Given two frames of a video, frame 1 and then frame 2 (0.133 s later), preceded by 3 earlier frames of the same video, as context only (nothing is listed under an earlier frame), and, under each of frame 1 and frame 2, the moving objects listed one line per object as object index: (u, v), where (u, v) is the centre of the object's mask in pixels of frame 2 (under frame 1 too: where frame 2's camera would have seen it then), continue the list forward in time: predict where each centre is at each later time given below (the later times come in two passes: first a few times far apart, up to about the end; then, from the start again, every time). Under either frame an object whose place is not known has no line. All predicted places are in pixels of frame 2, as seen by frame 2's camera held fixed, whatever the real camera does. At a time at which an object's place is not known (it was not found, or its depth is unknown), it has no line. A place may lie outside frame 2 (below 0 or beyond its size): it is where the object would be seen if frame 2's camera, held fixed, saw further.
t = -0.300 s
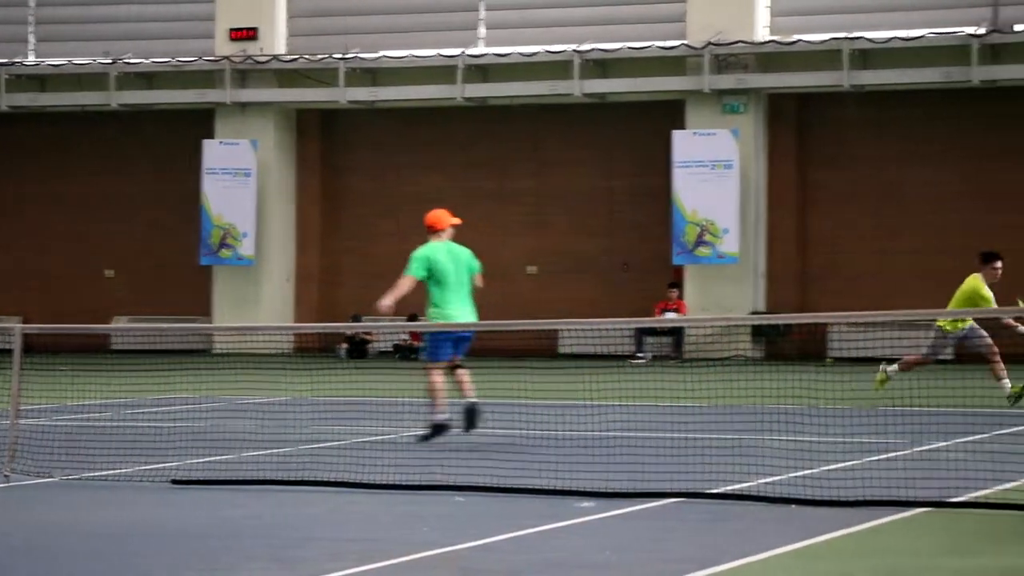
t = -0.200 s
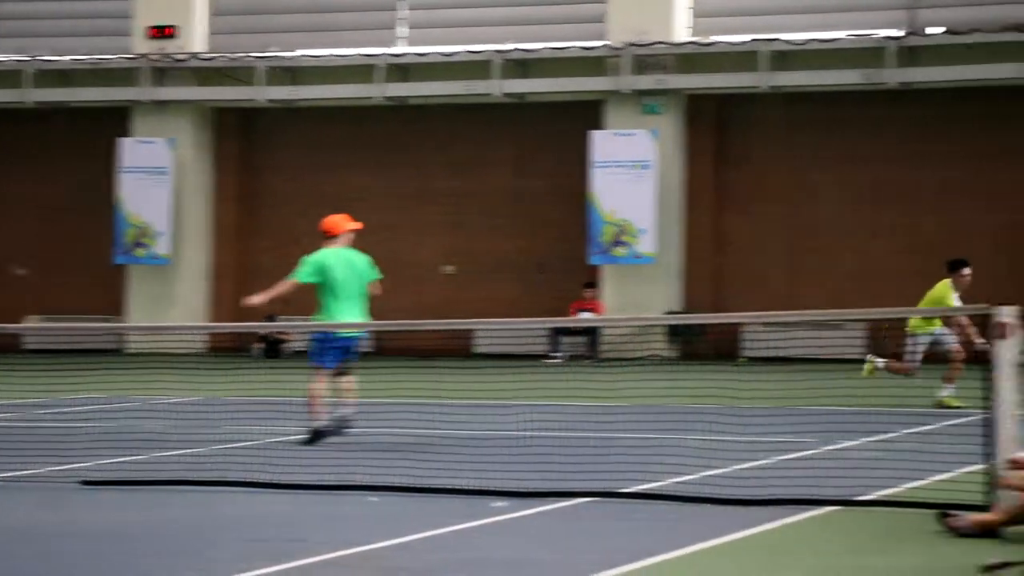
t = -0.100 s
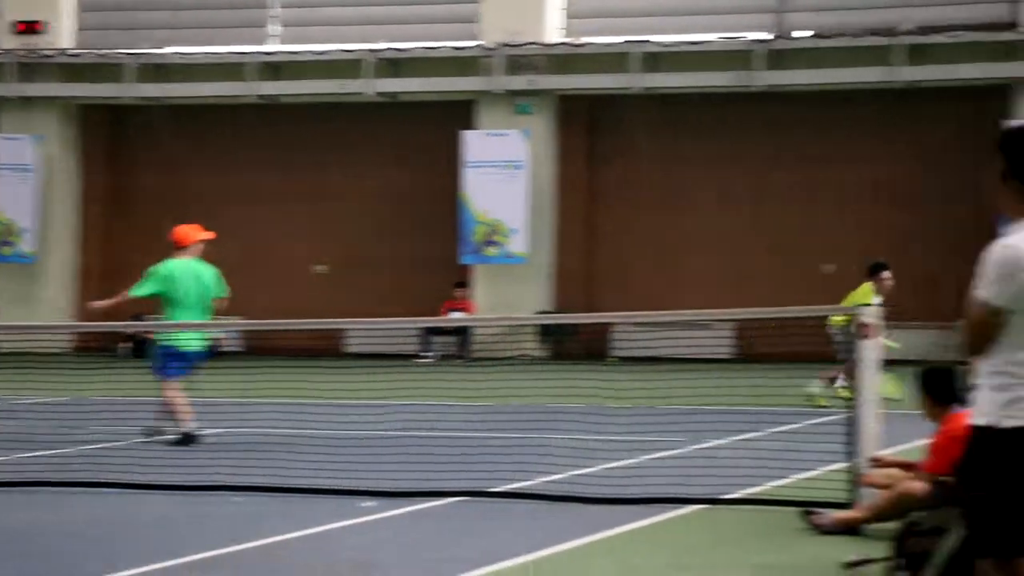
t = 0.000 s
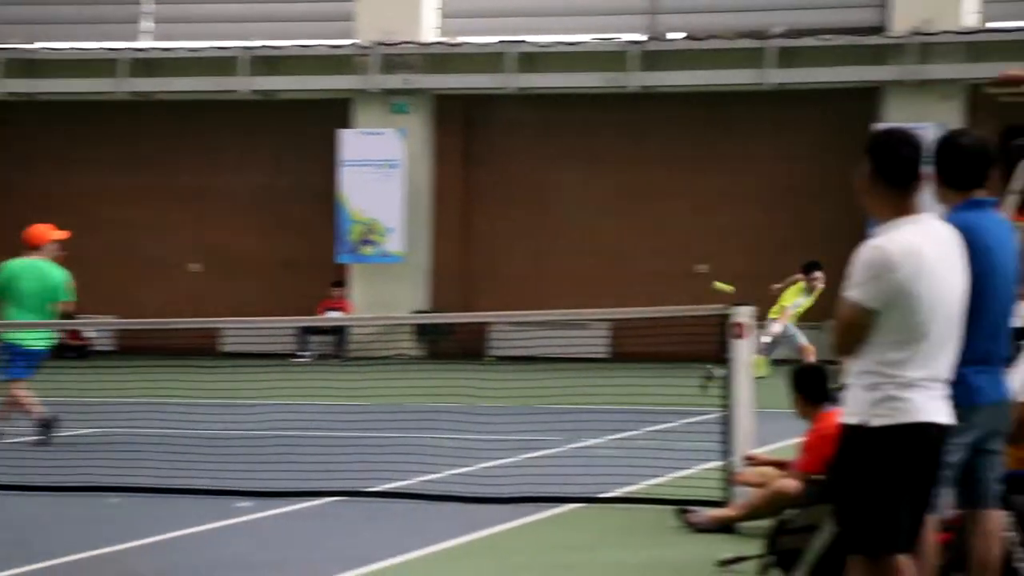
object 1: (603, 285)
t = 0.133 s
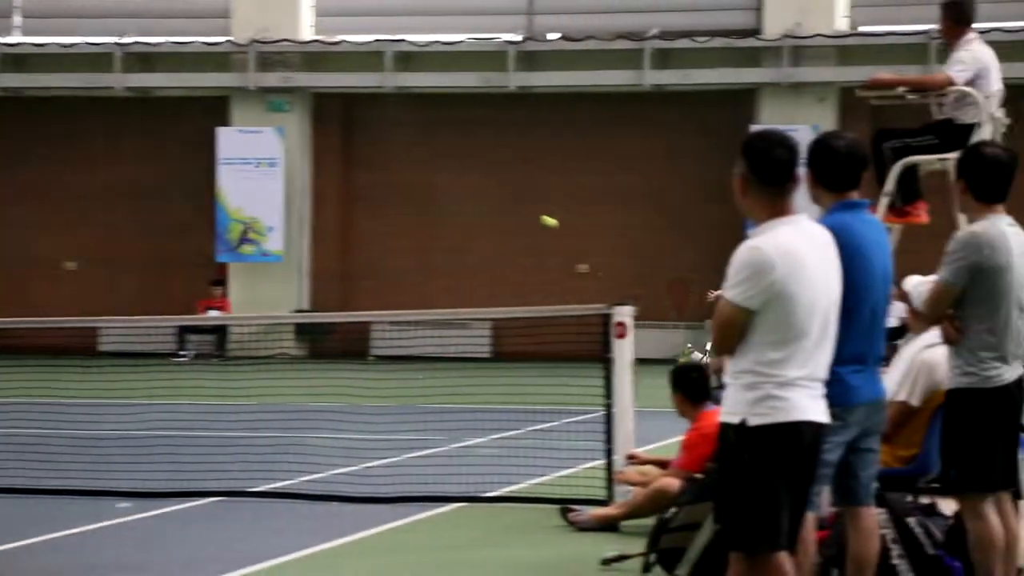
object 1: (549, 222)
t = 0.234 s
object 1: (503, 181)
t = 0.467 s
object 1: (384, 117)
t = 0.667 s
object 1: (258, 112)
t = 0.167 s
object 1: (534, 207)
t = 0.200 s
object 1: (519, 194)
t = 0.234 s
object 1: (503, 181)
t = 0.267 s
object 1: (488, 169)
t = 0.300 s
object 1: (472, 158)
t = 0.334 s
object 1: (455, 148)
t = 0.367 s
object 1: (438, 138)
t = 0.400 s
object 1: (420, 130)
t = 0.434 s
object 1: (402, 123)
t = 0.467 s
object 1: (384, 117)
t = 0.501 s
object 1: (364, 113)
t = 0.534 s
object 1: (345, 110)
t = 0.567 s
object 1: (324, 108)
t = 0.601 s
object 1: (304, 108)
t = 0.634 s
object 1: (281, 109)
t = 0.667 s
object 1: (258, 112)
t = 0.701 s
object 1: (234, 117)
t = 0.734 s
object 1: (210, 124)
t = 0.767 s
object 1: (184, 133)
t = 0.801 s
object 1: (157, 144)
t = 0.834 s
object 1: (129, 158)
